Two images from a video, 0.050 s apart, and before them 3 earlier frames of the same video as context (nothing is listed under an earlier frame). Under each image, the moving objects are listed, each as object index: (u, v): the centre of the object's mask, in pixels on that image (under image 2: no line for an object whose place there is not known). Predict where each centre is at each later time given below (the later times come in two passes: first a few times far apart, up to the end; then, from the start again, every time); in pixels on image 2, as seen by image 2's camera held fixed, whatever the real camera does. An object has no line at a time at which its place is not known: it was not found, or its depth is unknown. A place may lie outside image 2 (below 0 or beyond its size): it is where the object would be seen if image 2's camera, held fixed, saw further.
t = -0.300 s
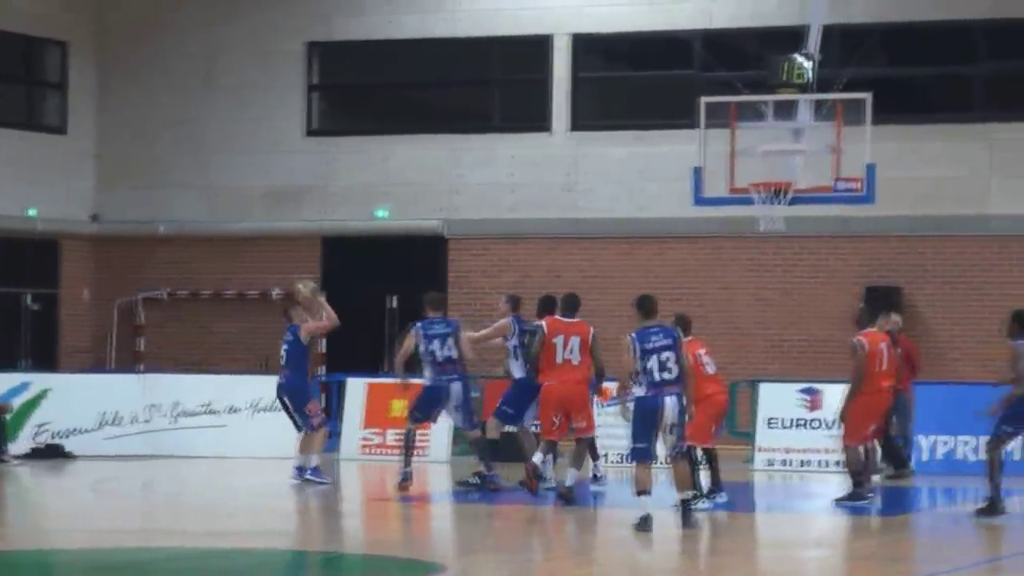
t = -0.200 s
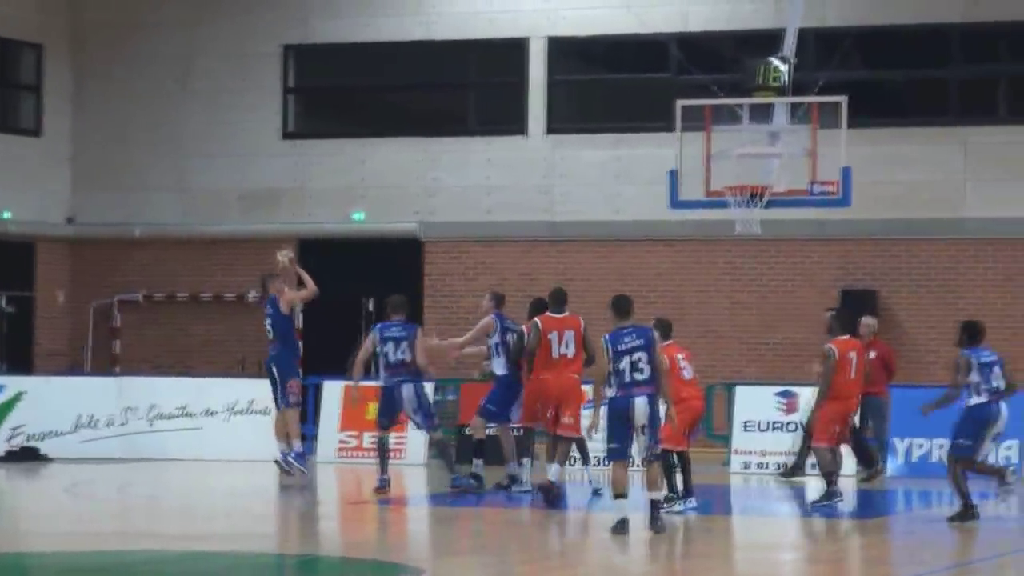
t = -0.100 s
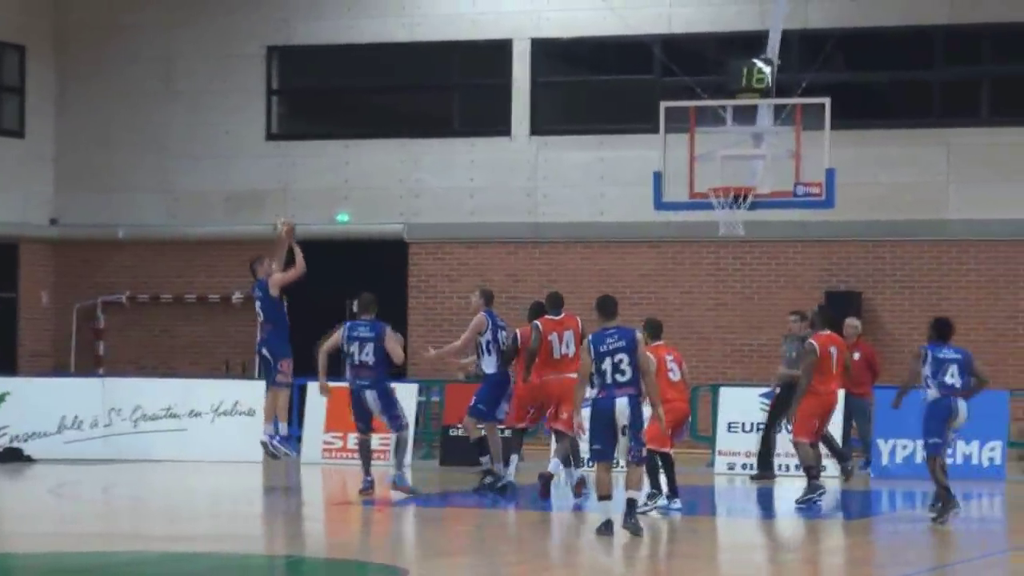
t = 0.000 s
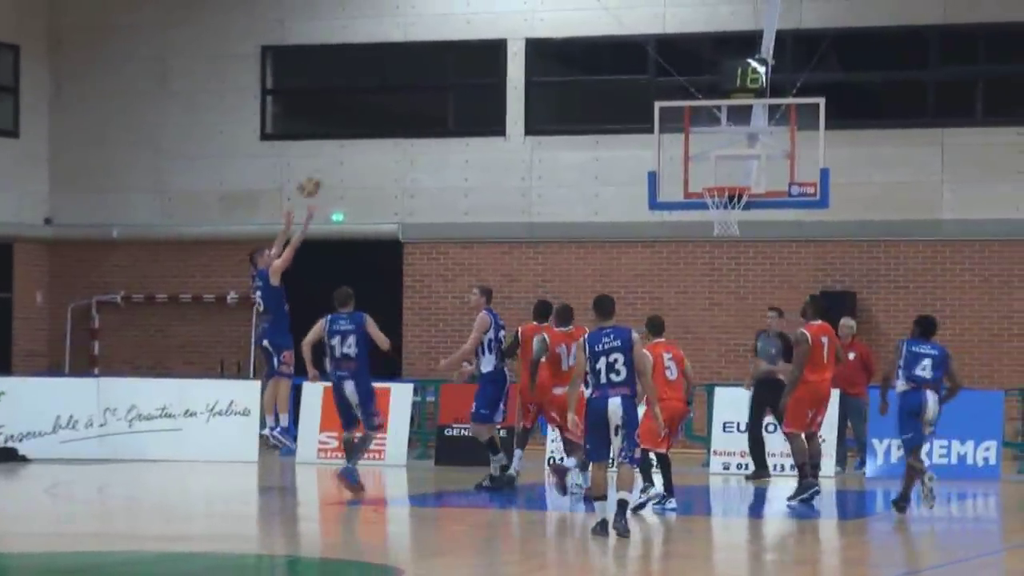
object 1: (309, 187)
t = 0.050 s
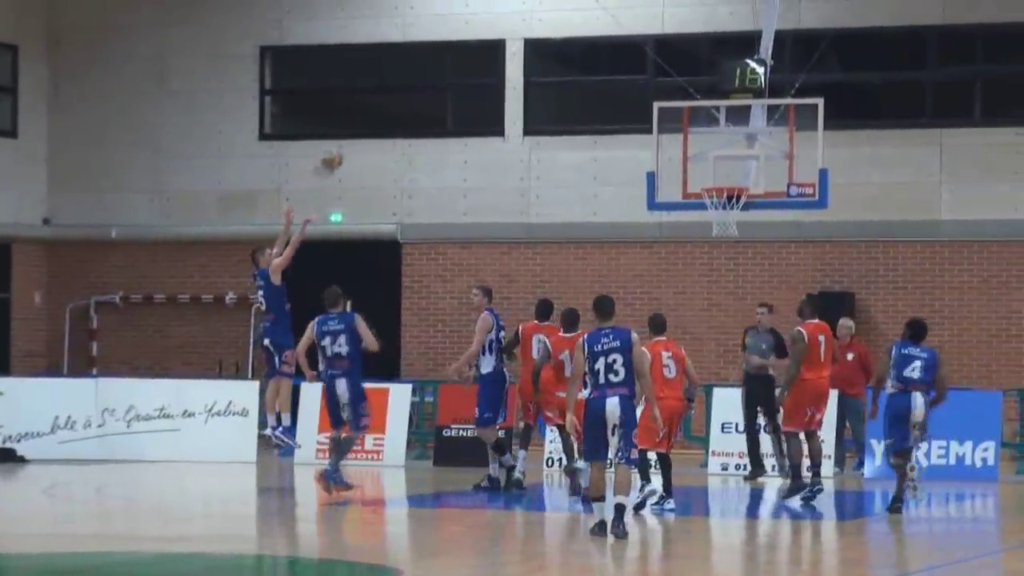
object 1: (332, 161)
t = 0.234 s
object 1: (405, 94)
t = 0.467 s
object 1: (495, 52)
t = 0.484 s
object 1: (500, 51)
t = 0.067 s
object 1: (336, 154)
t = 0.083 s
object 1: (344, 145)
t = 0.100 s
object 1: (350, 138)
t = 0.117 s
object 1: (357, 133)
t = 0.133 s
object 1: (363, 127)
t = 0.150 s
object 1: (371, 120)
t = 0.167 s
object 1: (377, 115)
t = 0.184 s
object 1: (383, 110)
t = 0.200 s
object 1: (390, 105)
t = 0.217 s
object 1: (397, 99)
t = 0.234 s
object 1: (405, 94)
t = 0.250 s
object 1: (413, 89)
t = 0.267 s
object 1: (418, 86)
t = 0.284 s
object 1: (423, 82)
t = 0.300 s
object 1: (431, 77)
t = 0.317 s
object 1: (437, 74)
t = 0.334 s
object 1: (444, 70)
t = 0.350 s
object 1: (451, 66)
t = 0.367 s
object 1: (456, 64)
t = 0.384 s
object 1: (463, 61)
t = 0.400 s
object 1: (469, 59)
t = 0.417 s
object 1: (476, 57)
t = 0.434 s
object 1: (484, 54)
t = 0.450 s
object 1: (491, 52)
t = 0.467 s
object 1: (495, 52)
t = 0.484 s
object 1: (500, 51)
